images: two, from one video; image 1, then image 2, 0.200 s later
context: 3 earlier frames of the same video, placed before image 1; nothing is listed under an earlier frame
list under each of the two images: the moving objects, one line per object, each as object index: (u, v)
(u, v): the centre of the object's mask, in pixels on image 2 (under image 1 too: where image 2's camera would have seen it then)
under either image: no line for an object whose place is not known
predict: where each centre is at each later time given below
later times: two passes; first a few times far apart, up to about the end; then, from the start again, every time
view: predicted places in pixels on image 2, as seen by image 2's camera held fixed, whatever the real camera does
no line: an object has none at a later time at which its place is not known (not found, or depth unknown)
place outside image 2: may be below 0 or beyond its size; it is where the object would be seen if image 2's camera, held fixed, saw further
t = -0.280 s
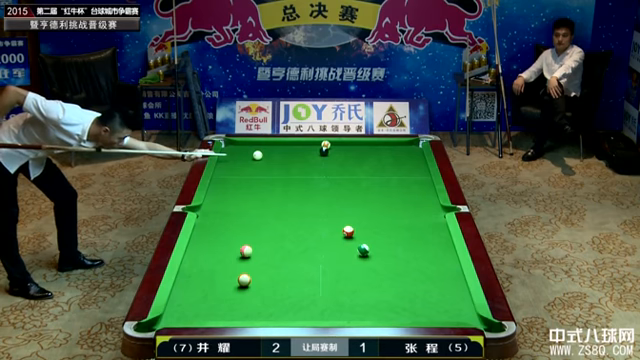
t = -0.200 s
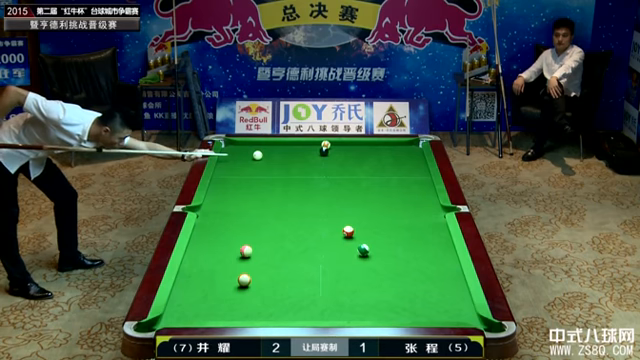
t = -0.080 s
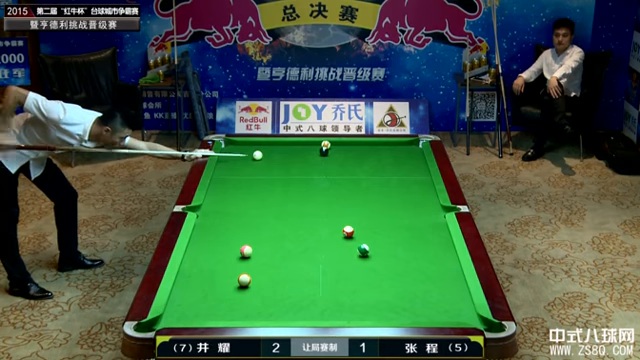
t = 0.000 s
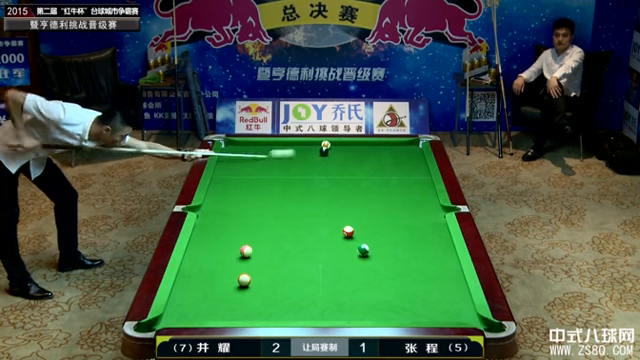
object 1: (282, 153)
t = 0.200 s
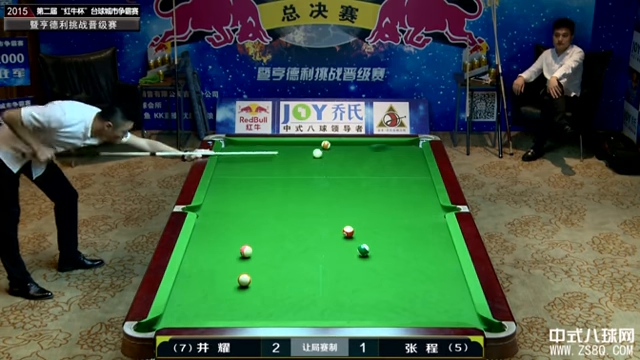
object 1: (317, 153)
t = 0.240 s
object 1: (317, 153)
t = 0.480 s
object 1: (320, 156)
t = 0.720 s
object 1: (323, 158)
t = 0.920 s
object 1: (326, 159)
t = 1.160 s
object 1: (327, 161)
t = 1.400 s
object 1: (329, 162)
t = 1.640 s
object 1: (330, 163)
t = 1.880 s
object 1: (331, 164)
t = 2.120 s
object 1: (332, 165)
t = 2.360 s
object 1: (333, 165)
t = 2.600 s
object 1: (333, 165)
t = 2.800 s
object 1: (333, 165)
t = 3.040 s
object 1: (333, 165)
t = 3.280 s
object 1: (333, 165)
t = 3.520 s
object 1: (333, 165)
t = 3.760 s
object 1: (333, 165)
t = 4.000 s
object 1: (333, 165)
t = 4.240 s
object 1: (333, 165)
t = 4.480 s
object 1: (333, 165)
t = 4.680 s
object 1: (333, 165)
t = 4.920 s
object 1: (333, 165)
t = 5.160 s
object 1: (333, 165)
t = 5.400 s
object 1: (333, 165)
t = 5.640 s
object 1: (333, 165)
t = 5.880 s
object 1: (333, 165)
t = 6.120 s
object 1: (333, 165)
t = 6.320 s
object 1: (333, 165)
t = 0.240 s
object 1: (317, 153)
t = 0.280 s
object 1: (318, 154)
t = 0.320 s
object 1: (318, 154)
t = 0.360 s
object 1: (319, 155)
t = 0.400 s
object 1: (319, 155)
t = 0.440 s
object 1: (320, 155)
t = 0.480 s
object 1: (320, 156)
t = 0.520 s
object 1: (321, 156)
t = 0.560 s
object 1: (322, 157)
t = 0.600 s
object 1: (322, 157)
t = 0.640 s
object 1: (322, 157)
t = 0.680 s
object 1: (323, 157)
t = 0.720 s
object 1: (323, 158)
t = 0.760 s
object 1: (324, 158)
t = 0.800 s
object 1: (324, 158)
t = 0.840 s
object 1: (325, 159)
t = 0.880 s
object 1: (325, 159)
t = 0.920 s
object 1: (326, 159)
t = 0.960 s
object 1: (326, 160)
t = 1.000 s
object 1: (326, 160)
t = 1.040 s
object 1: (327, 160)
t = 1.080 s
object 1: (327, 160)
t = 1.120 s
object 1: (327, 160)
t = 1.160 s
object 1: (327, 161)
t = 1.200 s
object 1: (328, 161)
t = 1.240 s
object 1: (328, 161)
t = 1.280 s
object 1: (328, 161)
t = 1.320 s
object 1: (329, 162)
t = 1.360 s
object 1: (329, 162)
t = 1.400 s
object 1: (329, 162)
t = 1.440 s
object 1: (329, 162)
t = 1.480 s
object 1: (330, 163)
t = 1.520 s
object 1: (330, 163)
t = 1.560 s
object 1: (330, 163)
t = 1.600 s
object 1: (330, 163)
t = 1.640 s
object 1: (330, 163)
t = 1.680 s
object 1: (331, 163)
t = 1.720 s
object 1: (331, 163)
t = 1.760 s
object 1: (331, 164)
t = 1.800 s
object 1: (331, 164)
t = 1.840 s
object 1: (331, 164)
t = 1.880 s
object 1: (331, 164)
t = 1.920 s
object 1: (332, 164)
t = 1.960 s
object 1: (332, 164)
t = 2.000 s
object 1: (332, 164)
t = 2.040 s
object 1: (332, 165)
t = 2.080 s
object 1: (332, 165)
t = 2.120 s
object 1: (332, 165)
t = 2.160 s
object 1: (332, 165)
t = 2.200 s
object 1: (332, 165)
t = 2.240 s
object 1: (332, 165)
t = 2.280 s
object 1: (333, 165)
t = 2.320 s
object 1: (333, 165)
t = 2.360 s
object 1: (333, 165)
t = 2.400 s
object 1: (333, 165)
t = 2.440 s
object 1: (333, 165)
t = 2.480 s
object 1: (333, 165)
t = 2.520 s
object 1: (333, 165)
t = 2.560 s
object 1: (333, 165)
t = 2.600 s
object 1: (333, 165)
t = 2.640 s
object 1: (333, 165)
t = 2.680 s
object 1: (333, 165)
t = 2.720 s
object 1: (333, 165)
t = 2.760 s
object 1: (333, 165)
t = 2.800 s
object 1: (333, 165)
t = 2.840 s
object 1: (333, 165)
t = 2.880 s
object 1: (333, 165)
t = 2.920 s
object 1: (333, 165)
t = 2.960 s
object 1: (333, 165)
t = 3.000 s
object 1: (333, 165)
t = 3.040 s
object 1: (333, 165)
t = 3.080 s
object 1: (333, 165)
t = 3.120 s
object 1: (333, 165)
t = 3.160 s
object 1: (333, 165)
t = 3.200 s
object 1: (333, 165)
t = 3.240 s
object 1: (333, 165)
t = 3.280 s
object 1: (333, 165)
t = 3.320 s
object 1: (333, 165)
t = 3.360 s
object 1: (333, 165)
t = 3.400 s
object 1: (333, 165)
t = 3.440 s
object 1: (333, 165)
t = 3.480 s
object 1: (333, 165)
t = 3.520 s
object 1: (333, 165)
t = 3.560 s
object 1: (333, 165)
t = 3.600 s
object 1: (333, 165)
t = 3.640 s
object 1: (333, 165)
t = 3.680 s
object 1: (333, 165)
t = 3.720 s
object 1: (333, 165)
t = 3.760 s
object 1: (333, 165)
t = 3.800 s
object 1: (333, 165)
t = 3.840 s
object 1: (333, 165)
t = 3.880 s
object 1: (333, 165)
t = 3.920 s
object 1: (333, 165)
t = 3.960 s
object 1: (333, 165)
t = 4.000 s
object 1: (333, 165)
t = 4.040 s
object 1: (333, 165)
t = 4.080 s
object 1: (333, 165)
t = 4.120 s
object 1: (333, 165)
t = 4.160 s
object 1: (333, 165)
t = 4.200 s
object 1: (333, 165)
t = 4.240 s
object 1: (333, 165)
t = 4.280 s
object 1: (333, 165)
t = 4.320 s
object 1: (333, 165)
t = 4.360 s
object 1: (333, 165)
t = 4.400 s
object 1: (333, 165)
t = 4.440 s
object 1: (333, 165)
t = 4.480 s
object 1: (333, 165)
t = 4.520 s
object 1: (333, 165)
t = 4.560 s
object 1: (333, 165)
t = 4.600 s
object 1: (333, 165)
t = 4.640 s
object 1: (333, 165)
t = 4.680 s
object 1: (333, 165)
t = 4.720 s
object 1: (333, 165)
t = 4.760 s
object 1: (333, 165)
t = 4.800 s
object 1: (333, 165)
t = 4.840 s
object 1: (333, 165)
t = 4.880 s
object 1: (333, 165)
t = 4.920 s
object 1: (333, 165)
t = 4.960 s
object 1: (333, 165)
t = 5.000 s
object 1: (333, 165)
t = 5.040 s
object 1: (333, 165)
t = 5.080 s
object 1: (333, 165)
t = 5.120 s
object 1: (333, 165)
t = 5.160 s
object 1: (333, 165)
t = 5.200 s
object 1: (333, 165)
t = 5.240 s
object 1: (333, 165)
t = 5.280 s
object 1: (333, 165)
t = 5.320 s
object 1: (333, 165)
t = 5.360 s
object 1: (333, 165)
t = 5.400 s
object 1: (333, 165)
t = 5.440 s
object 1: (333, 165)
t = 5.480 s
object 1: (333, 165)
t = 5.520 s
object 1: (333, 165)
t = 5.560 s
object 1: (333, 165)
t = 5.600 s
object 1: (333, 165)
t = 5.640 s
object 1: (333, 165)
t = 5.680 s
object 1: (333, 165)
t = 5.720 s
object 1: (333, 165)
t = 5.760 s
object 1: (333, 165)
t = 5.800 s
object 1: (333, 165)
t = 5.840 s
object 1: (333, 165)
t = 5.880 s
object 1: (333, 165)
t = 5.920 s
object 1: (333, 165)
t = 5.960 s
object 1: (333, 165)
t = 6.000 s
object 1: (333, 165)
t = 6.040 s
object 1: (333, 165)
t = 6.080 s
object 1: (333, 165)
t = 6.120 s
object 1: (333, 165)
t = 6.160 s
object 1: (333, 165)
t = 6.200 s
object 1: (333, 165)
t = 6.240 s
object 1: (333, 165)
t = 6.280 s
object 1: (333, 165)
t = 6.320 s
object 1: (333, 165)
